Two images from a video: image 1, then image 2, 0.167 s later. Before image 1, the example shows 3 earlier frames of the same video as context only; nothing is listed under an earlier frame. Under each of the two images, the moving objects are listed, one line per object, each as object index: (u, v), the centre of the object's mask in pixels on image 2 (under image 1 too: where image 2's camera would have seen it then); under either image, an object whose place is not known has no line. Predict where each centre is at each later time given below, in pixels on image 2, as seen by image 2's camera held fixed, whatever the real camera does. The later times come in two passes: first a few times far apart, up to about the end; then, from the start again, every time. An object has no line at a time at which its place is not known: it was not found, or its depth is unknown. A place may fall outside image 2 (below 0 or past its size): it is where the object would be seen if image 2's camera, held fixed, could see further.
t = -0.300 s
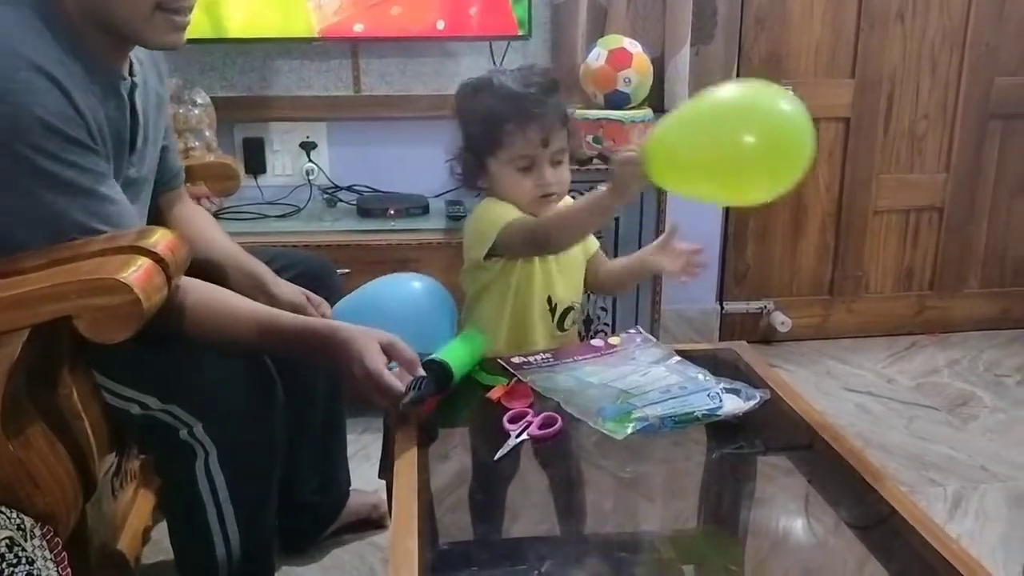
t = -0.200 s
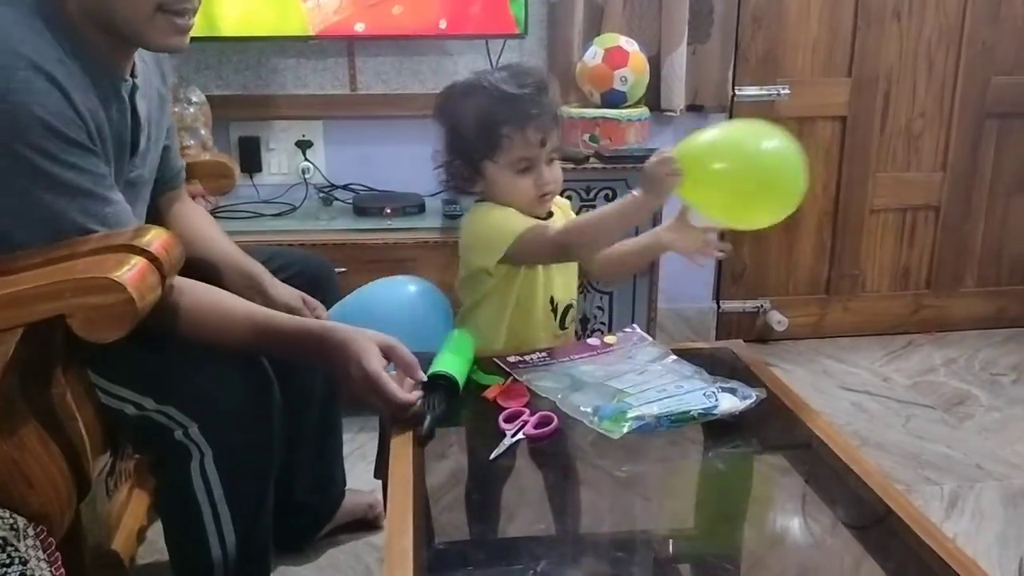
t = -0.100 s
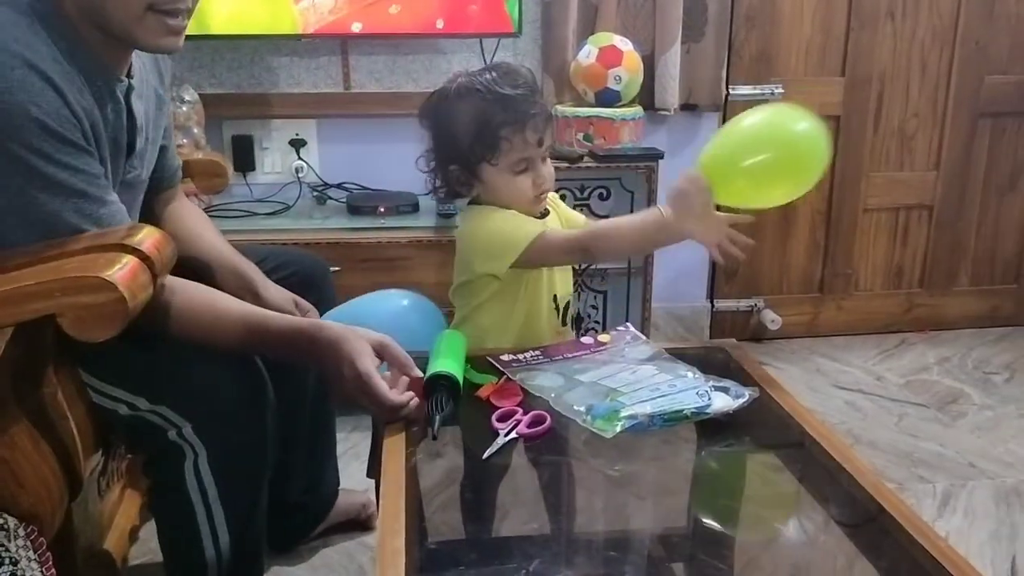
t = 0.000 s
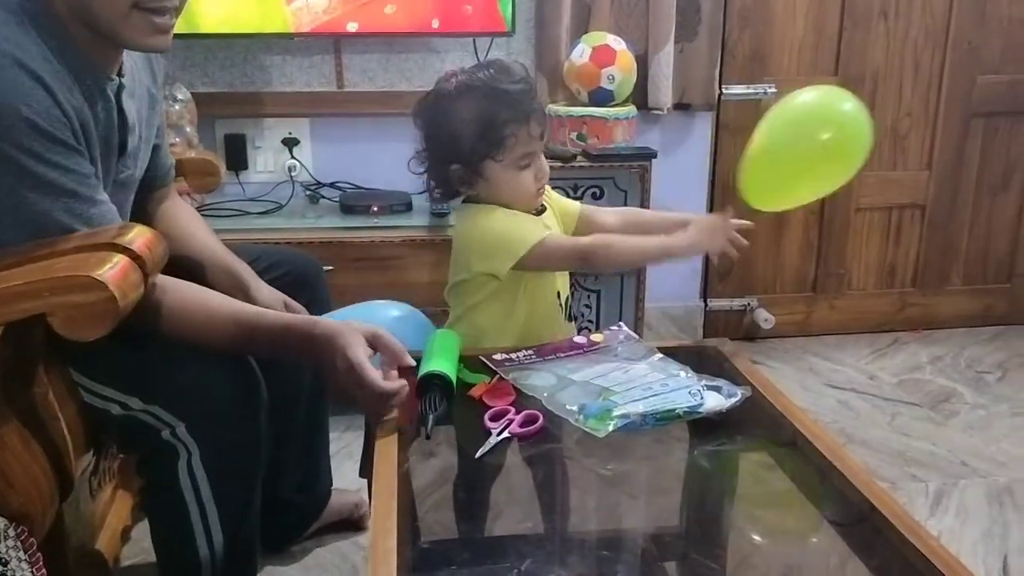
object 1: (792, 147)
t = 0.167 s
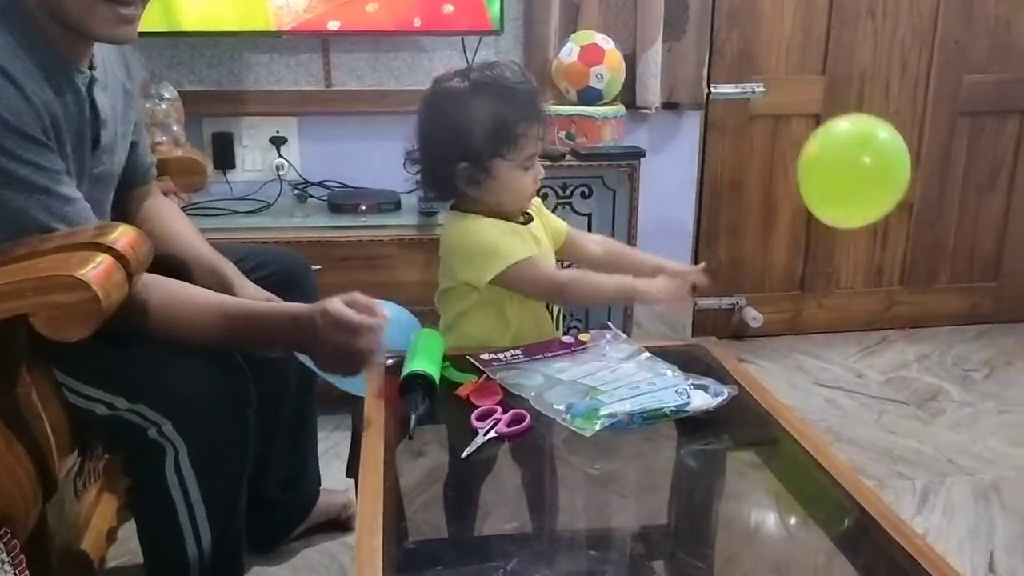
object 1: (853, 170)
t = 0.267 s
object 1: (865, 214)
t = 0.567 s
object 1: (882, 387)
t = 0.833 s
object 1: (925, 487)
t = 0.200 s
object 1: (859, 183)
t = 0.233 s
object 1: (863, 198)
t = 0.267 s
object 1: (865, 214)
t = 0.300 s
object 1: (868, 231)
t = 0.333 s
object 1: (870, 249)
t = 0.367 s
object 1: (872, 267)
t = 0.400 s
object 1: (874, 285)
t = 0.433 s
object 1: (876, 304)
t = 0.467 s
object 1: (878, 324)
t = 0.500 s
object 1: (879, 342)
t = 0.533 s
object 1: (880, 364)
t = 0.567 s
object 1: (882, 387)
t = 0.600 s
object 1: (884, 406)
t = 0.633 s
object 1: (887, 422)
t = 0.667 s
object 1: (891, 437)
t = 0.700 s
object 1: (896, 449)
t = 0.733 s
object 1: (904, 455)
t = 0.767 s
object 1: (913, 469)
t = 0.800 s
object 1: (921, 480)
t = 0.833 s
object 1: (925, 487)
